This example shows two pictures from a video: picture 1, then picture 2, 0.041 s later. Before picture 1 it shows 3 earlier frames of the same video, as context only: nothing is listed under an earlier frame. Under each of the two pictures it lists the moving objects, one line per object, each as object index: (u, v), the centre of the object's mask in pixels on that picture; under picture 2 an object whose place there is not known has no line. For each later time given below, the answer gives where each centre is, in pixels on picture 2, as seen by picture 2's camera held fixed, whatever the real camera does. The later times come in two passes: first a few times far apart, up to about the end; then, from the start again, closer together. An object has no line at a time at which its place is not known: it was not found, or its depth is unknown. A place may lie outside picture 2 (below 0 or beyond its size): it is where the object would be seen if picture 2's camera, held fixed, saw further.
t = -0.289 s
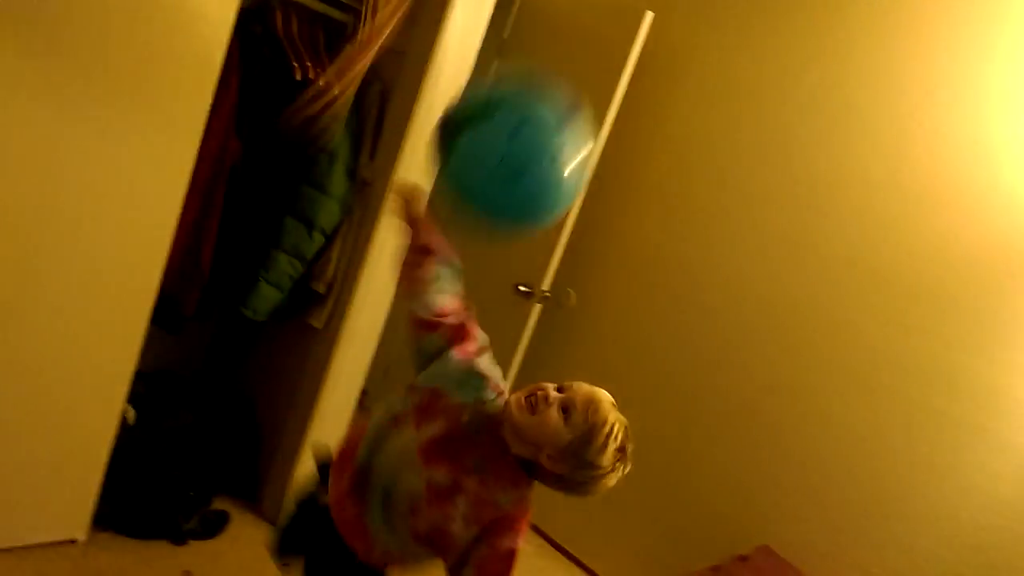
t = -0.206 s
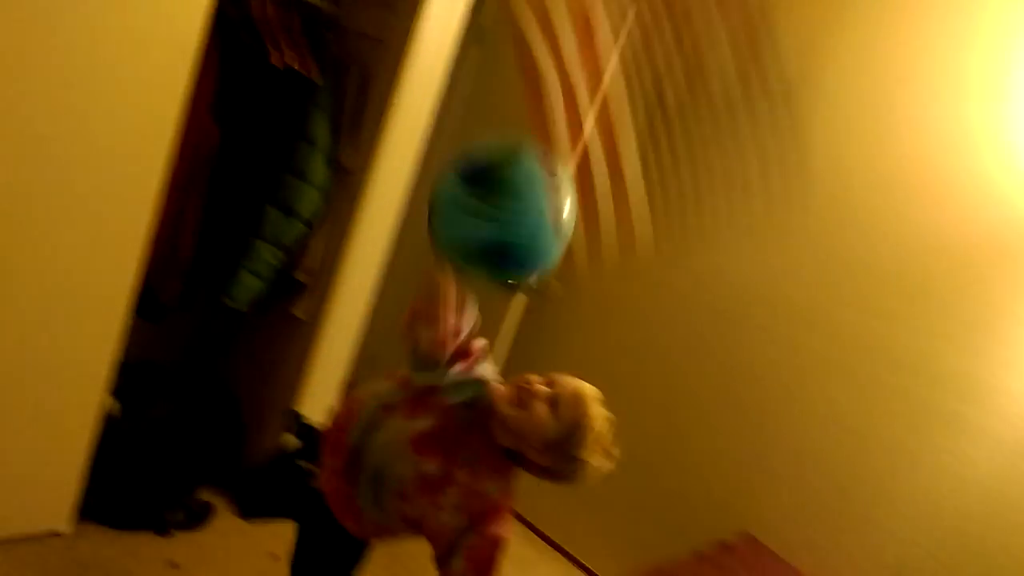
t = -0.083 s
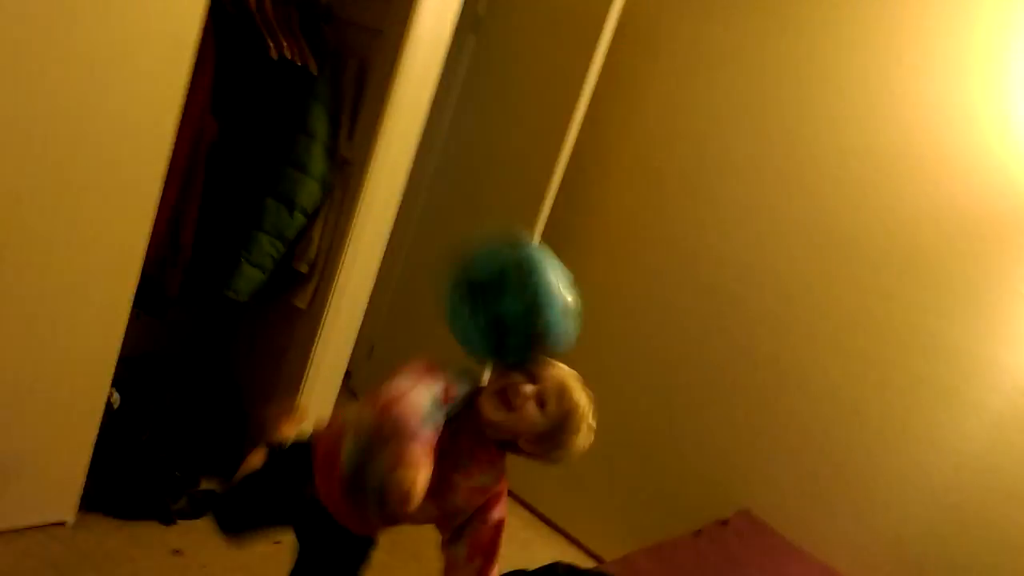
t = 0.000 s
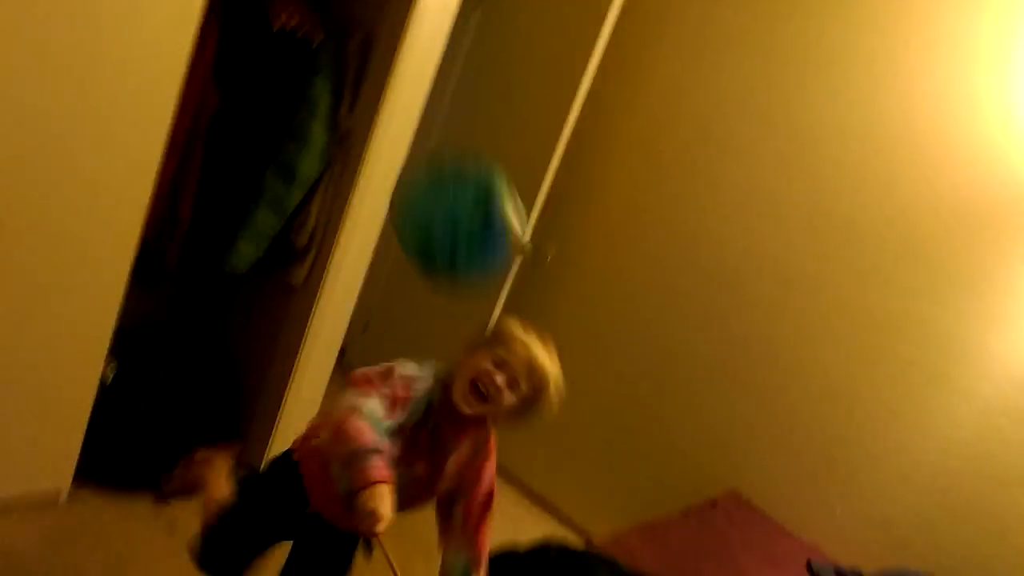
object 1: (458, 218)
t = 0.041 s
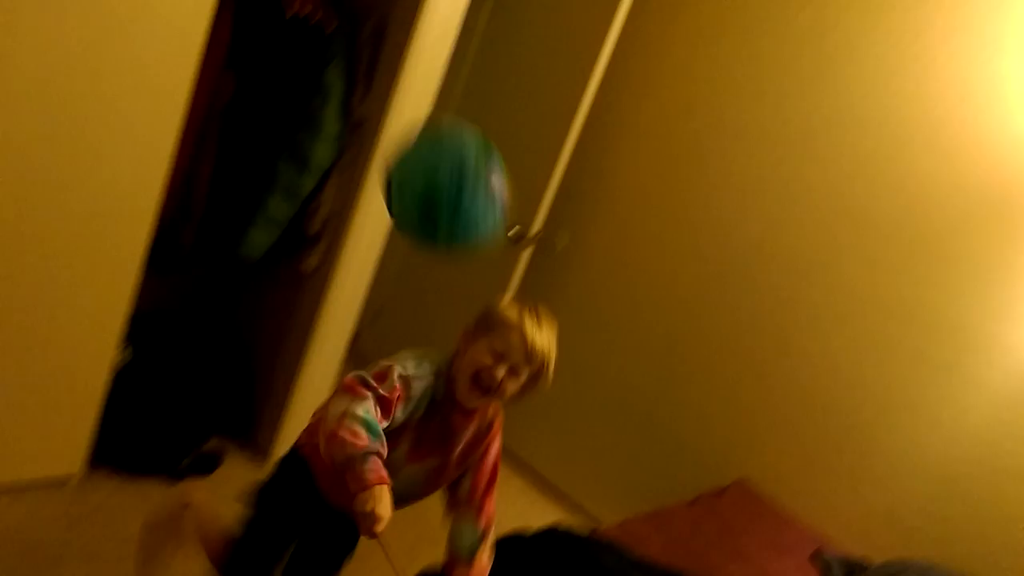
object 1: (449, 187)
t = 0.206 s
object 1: (350, 171)
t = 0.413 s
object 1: (212, 260)
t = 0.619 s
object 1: (112, 431)
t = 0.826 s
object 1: (163, 443)
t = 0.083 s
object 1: (423, 178)
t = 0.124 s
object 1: (399, 170)
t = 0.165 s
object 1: (374, 168)
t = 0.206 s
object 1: (350, 171)
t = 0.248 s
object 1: (326, 173)
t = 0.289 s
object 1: (294, 194)
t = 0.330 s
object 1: (270, 211)
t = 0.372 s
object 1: (248, 232)
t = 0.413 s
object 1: (212, 260)
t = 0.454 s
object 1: (187, 286)
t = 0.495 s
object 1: (161, 318)
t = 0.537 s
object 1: (133, 353)
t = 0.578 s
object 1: (119, 394)
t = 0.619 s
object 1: (112, 431)
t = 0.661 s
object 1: (102, 471)
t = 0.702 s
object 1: (110, 481)
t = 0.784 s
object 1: (147, 451)
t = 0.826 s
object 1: (163, 443)
